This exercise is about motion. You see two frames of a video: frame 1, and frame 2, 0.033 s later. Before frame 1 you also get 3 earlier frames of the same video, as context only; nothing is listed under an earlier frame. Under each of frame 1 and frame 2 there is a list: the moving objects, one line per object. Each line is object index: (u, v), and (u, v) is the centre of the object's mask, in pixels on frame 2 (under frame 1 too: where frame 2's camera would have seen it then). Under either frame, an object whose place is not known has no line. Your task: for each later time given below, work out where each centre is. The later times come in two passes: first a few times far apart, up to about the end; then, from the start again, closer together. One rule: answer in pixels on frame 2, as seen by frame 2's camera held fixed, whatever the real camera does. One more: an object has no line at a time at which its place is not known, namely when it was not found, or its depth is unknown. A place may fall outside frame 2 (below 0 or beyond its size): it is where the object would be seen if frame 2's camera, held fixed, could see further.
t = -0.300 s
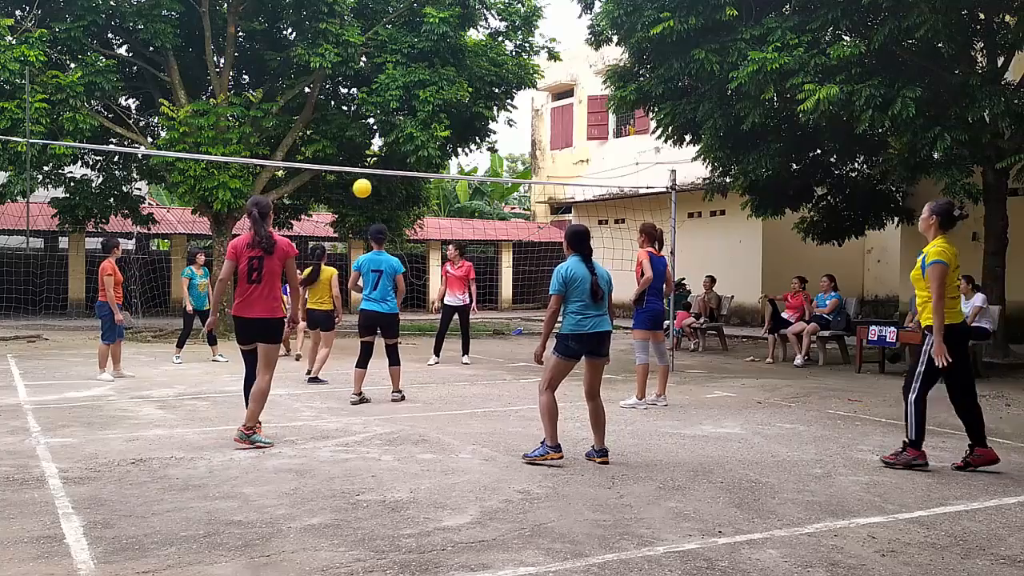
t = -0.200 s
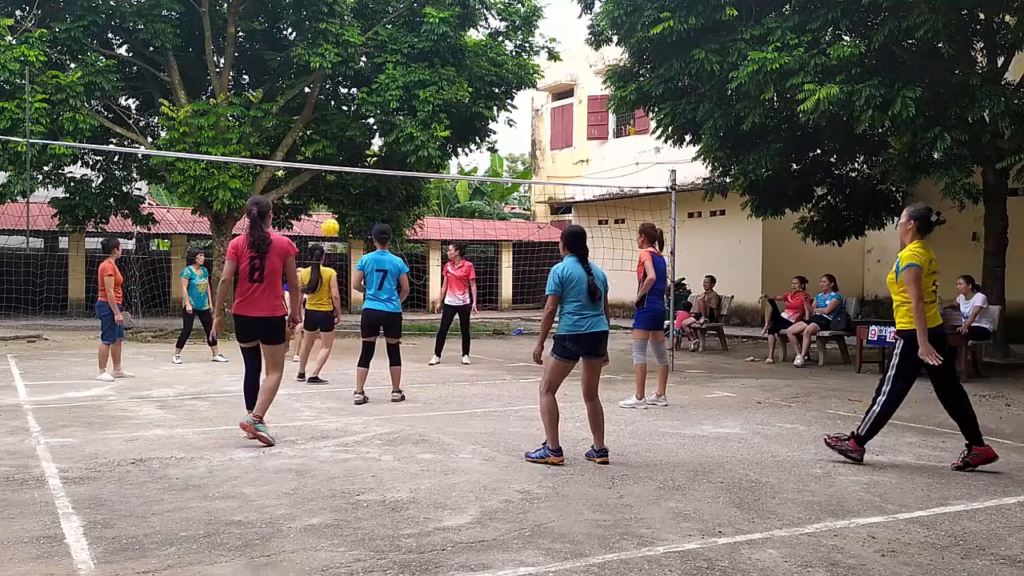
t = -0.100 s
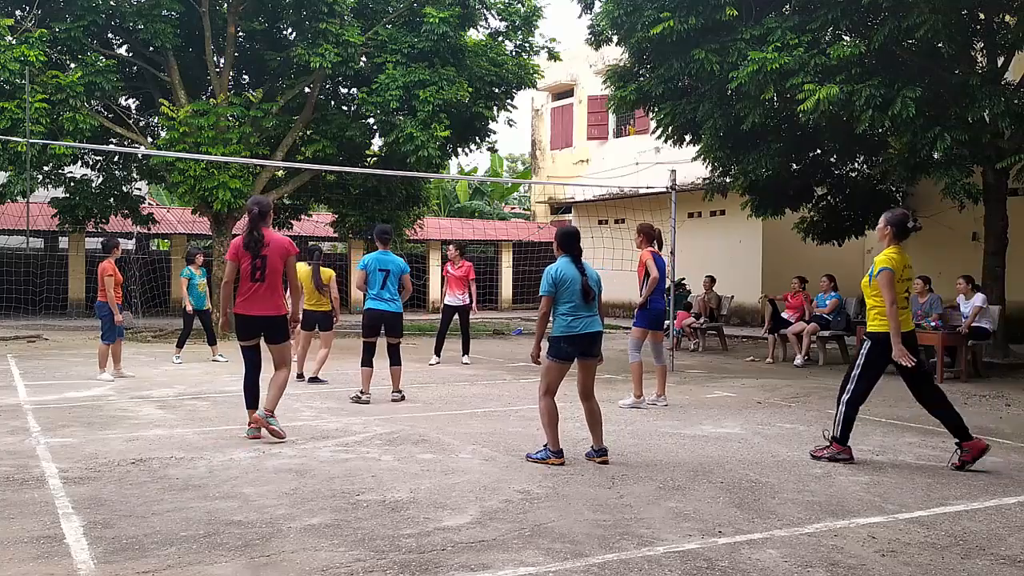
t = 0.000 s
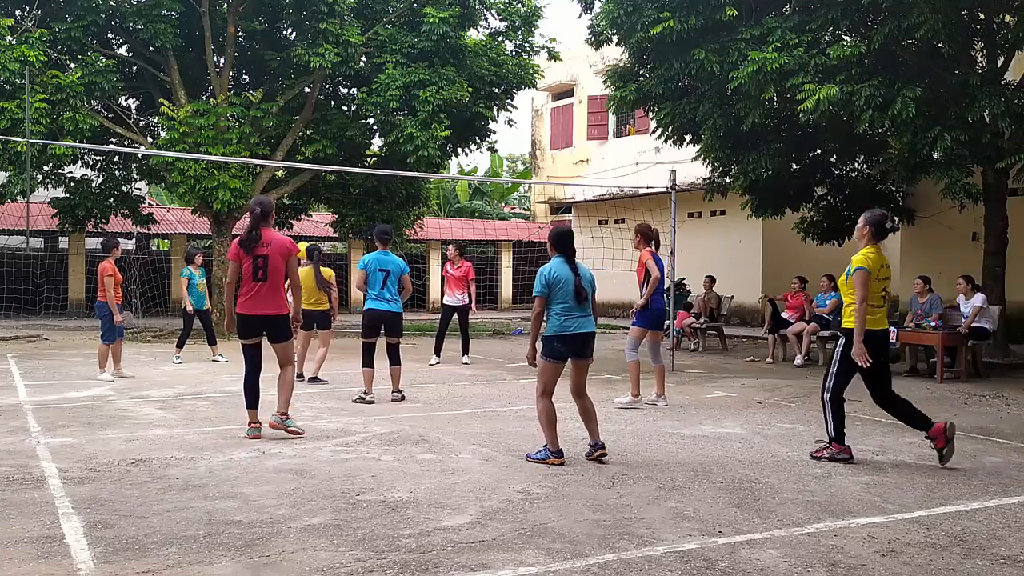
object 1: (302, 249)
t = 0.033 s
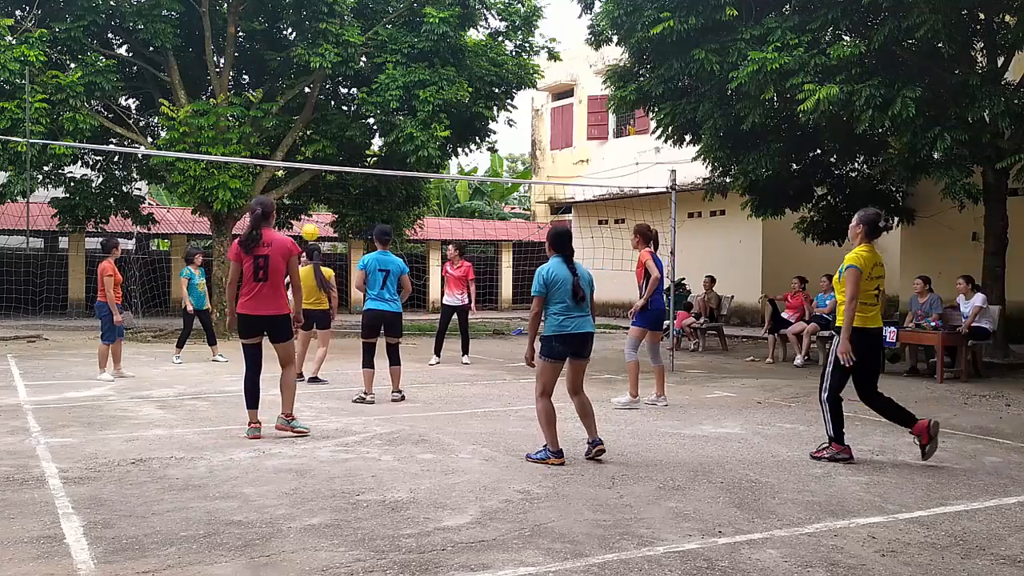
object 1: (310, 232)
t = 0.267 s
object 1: (360, 119)
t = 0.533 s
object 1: (420, 33)
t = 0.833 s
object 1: (498, 8)
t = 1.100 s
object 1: (577, 62)
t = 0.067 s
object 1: (317, 214)
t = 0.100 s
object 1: (324, 197)
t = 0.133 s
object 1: (331, 180)
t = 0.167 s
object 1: (338, 161)
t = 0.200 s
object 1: (346, 148)
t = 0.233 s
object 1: (353, 133)
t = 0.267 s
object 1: (360, 119)
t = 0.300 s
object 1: (368, 106)
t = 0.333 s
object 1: (375, 93)
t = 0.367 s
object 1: (382, 81)
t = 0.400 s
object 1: (389, 70)
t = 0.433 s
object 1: (397, 59)
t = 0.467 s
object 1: (404, 50)
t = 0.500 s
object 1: (412, 41)
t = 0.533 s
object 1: (420, 33)
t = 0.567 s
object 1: (428, 26)
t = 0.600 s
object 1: (436, 20)
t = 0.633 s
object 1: (444, 15)
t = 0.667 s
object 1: (453, 11)
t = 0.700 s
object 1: (461, 9)
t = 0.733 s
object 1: (470, 8)
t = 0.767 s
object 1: (479, 7)
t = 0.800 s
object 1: (488, 7)
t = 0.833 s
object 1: (498, 8)
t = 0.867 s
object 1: (507, 10)
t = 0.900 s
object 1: (517, 12)
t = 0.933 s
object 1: (526, 17)
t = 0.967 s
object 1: (536, 23)
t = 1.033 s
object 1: (557, 40)
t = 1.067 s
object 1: (567, 50)
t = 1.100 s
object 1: (577, 62)
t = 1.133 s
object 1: (588, 75)
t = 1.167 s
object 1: (600, 90)
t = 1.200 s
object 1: (610, 107)
